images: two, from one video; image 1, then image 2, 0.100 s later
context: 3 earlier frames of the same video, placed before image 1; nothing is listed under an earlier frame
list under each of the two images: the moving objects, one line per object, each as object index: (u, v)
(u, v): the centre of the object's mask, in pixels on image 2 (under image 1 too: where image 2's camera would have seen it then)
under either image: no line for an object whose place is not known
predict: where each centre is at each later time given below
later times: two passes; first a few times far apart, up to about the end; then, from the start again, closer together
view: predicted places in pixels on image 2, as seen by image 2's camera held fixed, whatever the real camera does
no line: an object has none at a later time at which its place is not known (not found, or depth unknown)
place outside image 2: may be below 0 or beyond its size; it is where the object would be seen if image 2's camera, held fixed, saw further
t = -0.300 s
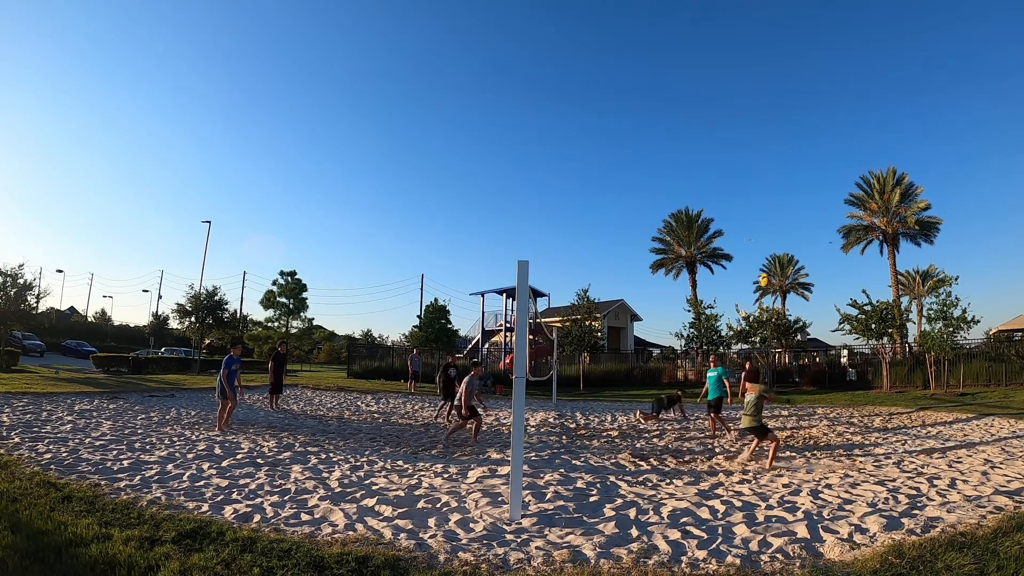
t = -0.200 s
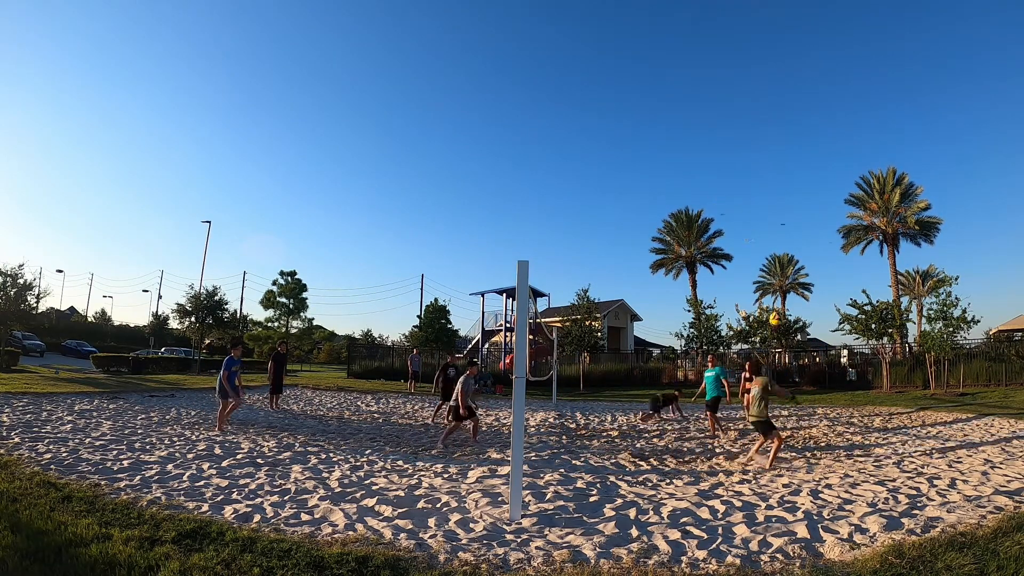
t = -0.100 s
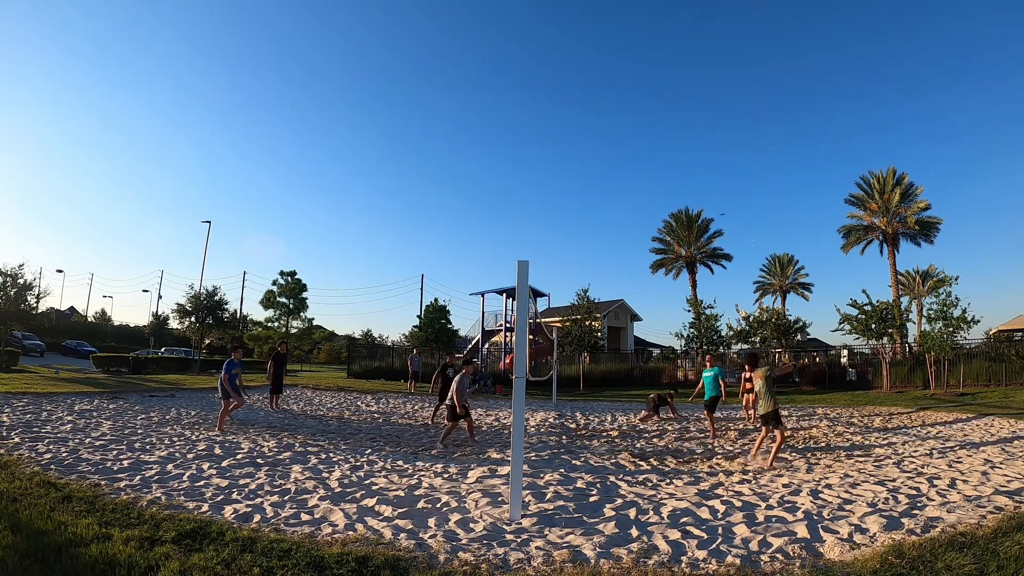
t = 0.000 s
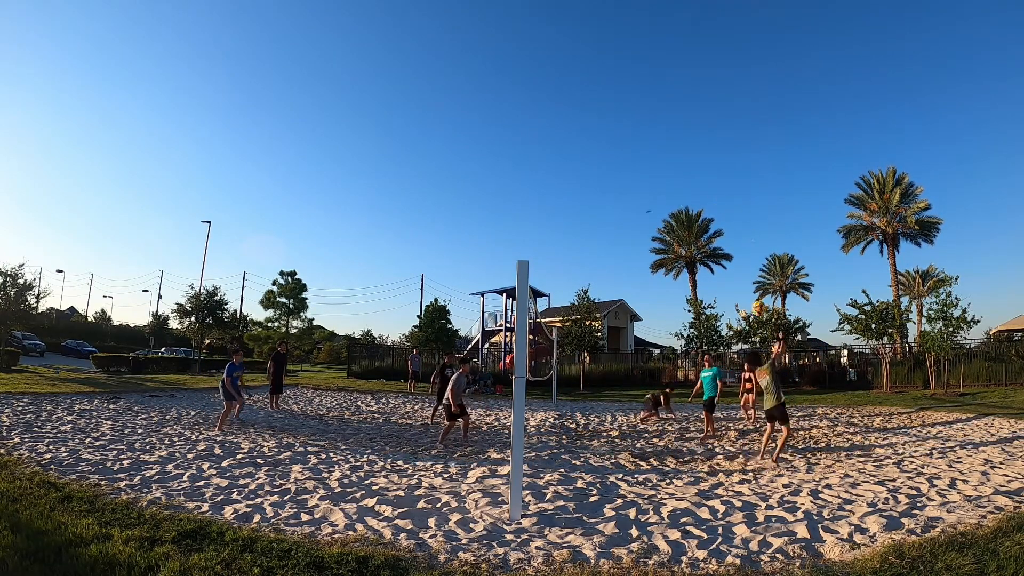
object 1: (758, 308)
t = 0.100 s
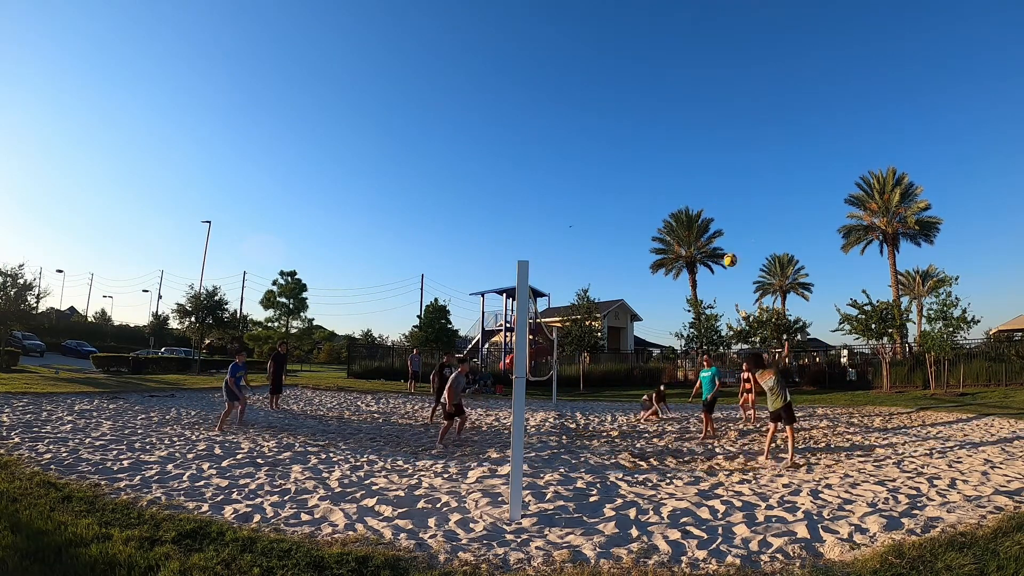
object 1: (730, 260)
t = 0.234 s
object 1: (694, 212)
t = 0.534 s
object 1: (621, 152)
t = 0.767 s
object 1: (572, 143)
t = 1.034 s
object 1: (521, 164)
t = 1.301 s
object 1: (473, 216)
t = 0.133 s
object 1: (721, 247)
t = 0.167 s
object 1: (711, 234)
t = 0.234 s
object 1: (694, 212)
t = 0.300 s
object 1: (676, 193)
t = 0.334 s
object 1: (668, 185)
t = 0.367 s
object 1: (660, 177)
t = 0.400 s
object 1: (652, 171)
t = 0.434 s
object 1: (644, 165)
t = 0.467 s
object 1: (636, 160)
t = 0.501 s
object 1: (629, 156)
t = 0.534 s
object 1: (621, 152)
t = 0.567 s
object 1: (614, 149)
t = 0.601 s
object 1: (607, 146)
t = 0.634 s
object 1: (600, 145)
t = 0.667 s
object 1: (592, 143)
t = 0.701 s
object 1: (586, 142)
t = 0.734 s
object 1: (579, 142)
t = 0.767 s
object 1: (572, 143)
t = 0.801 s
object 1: (565, 143)
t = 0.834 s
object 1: (559, 145)
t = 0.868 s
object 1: (553, 147)
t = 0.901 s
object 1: (546, 149)
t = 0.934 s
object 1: (540, 152)
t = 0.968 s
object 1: (534, 156)
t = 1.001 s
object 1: (527, 159)
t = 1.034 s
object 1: (521, 164)
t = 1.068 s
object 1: (515, 169)
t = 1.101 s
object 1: (509, 174)
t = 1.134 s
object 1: (503, 180)
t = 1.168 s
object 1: (497, 186)
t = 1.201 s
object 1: (491, 193)
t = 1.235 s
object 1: (485, 200)
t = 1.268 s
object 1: (479, 208)
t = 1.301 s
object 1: (473, 216)
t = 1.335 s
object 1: (468, 226)
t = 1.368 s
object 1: (462, 235)
